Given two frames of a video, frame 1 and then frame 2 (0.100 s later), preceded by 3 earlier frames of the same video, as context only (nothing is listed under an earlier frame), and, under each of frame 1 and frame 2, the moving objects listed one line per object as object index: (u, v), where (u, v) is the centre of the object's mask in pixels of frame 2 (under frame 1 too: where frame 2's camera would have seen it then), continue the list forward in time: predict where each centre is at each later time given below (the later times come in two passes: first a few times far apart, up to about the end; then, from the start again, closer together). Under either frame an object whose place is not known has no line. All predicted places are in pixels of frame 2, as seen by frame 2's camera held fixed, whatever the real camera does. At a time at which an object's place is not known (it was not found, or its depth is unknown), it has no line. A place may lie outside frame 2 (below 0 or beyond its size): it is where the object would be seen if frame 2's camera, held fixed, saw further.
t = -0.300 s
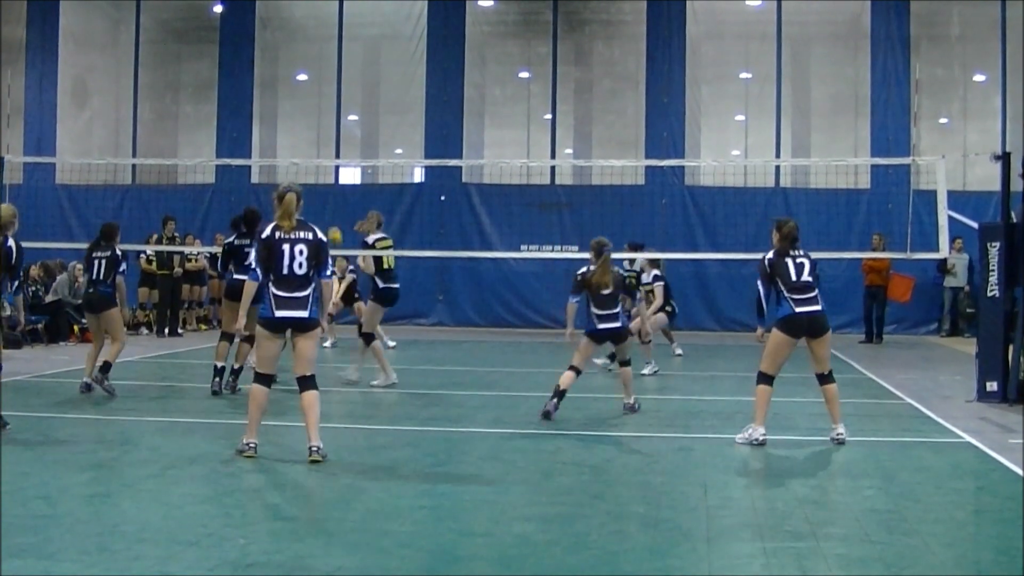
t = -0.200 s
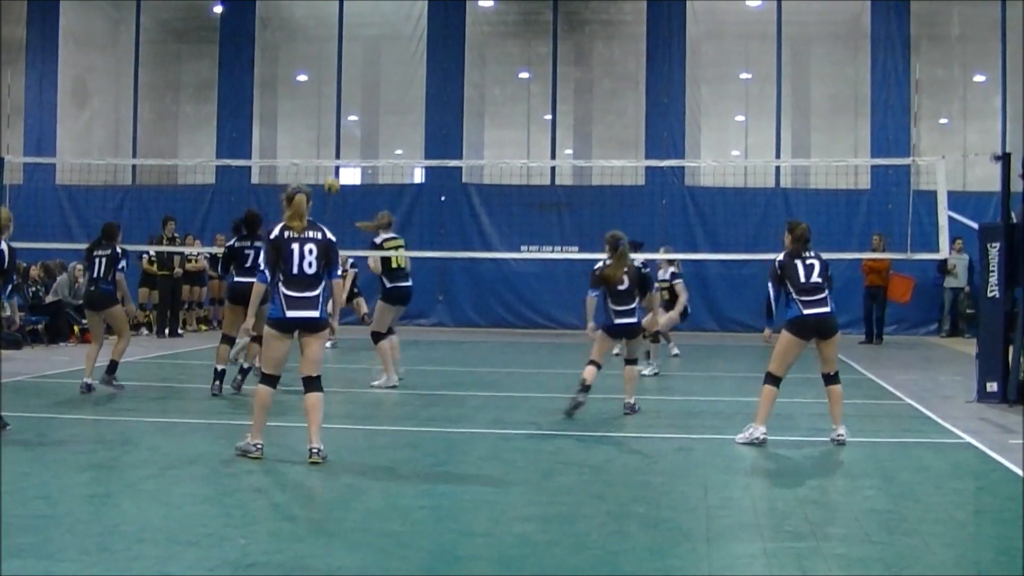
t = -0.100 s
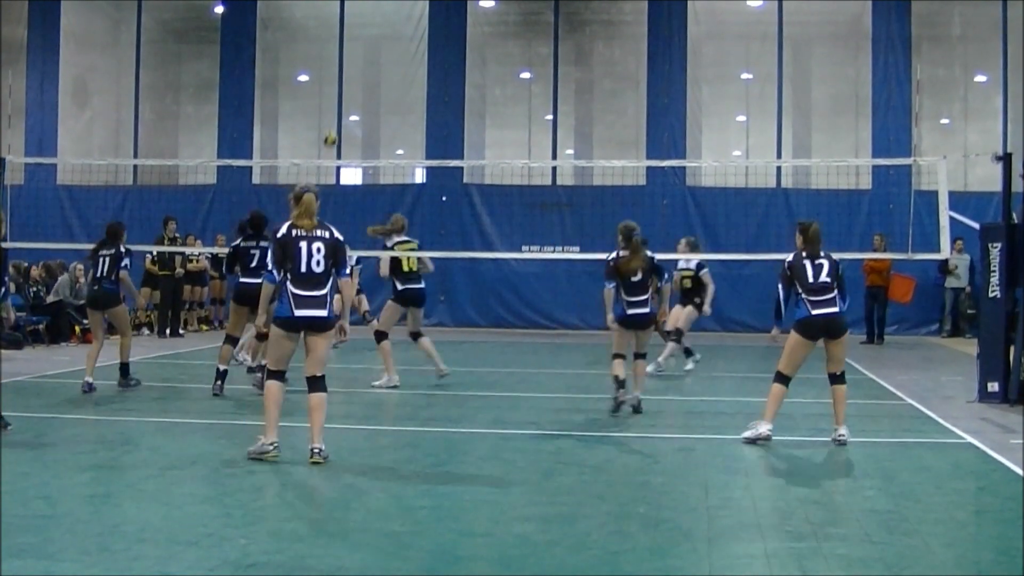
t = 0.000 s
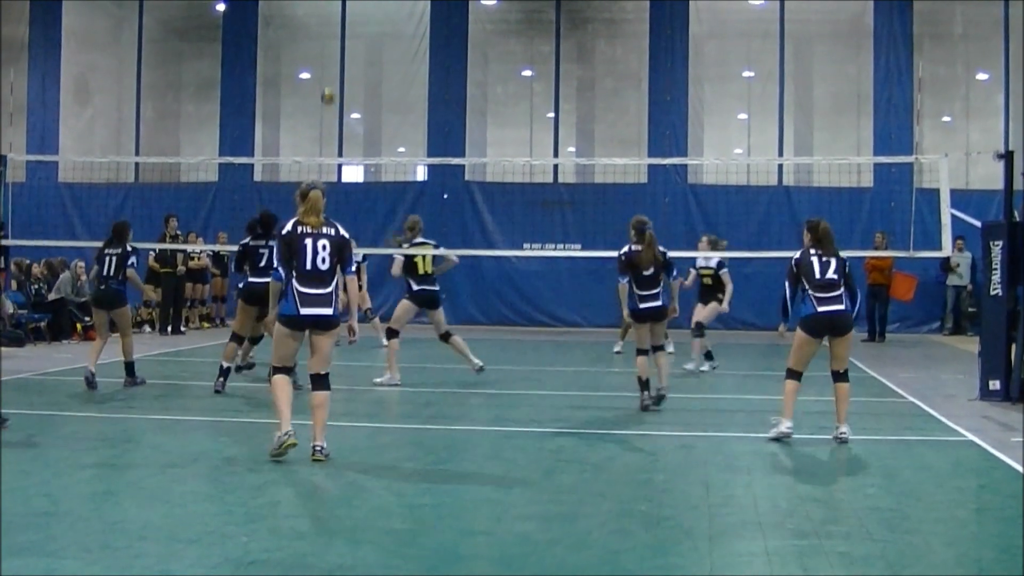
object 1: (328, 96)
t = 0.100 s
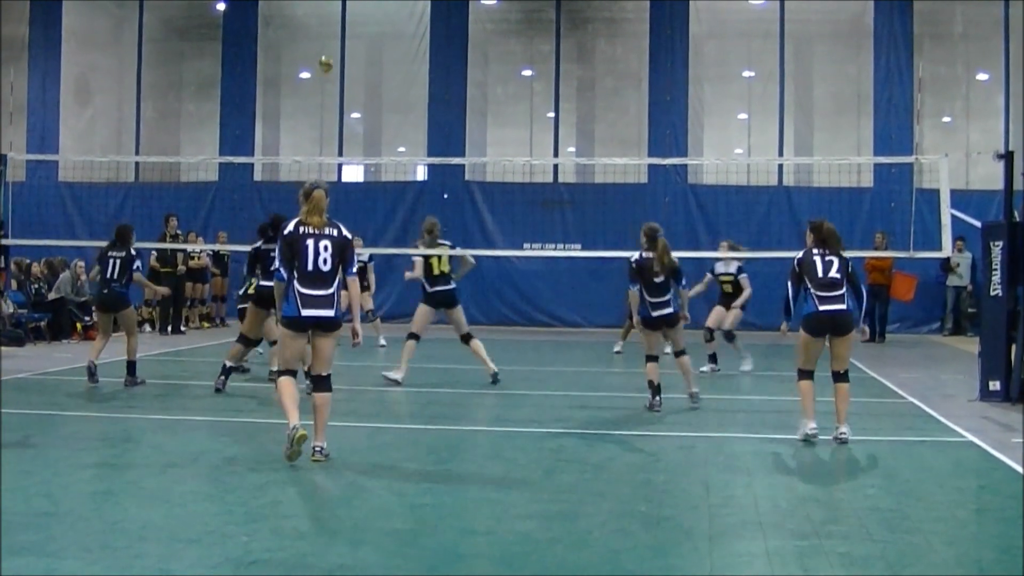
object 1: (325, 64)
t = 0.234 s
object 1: (322, 32)
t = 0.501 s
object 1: (313, 7)
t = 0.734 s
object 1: (303, 27)
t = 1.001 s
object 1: (289, 110)
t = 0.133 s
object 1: (324, 56)
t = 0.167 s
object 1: (324, 47)
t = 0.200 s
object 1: (322, 39)
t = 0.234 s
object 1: (322, 32)
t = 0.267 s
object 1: (321, 26)
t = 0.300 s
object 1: (321, 21)
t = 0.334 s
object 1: (320, 16)
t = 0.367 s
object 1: (319, 12)
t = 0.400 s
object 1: (318, 9)
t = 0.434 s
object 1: (316, 7)
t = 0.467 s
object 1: (315, 7)
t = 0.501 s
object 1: (313, 7)
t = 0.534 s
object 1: (313, 6)
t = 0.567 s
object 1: (311, 5)
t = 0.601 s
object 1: (309, 9)
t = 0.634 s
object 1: (307, 12)
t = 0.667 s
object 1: (306, 16)
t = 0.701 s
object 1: (304, 22)
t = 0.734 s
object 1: (303, 27)
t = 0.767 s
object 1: (302, 34)
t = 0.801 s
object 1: (300, 43)
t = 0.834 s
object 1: (298, 51)
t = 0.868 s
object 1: (296, 60)
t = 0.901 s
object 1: (295, 71)
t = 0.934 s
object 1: (292, 83)
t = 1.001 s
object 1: (289, 110)
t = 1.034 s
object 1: (287, 125)
